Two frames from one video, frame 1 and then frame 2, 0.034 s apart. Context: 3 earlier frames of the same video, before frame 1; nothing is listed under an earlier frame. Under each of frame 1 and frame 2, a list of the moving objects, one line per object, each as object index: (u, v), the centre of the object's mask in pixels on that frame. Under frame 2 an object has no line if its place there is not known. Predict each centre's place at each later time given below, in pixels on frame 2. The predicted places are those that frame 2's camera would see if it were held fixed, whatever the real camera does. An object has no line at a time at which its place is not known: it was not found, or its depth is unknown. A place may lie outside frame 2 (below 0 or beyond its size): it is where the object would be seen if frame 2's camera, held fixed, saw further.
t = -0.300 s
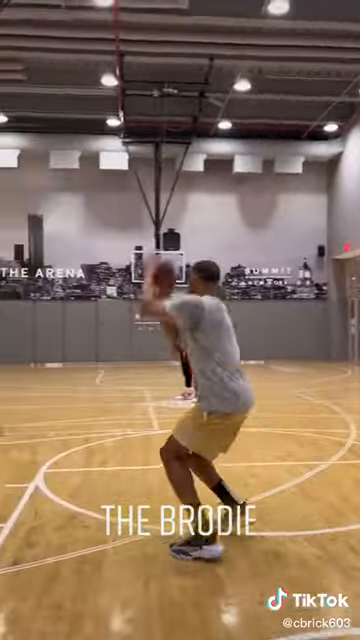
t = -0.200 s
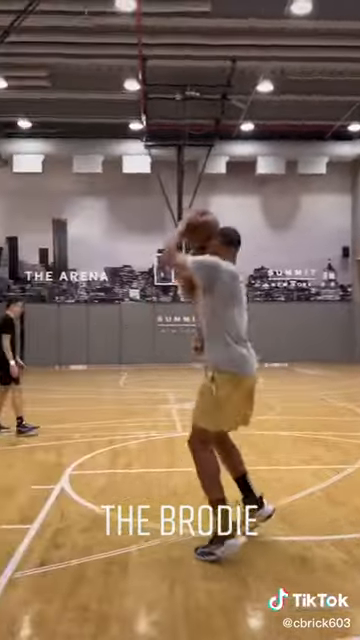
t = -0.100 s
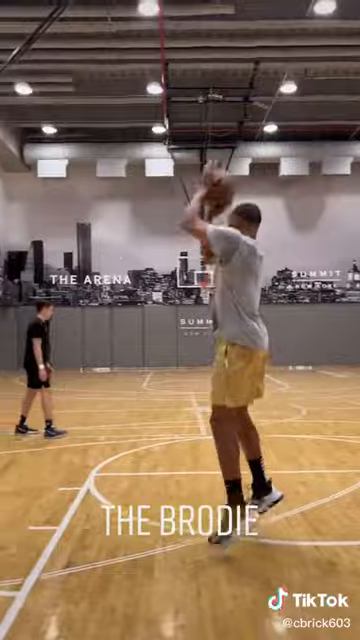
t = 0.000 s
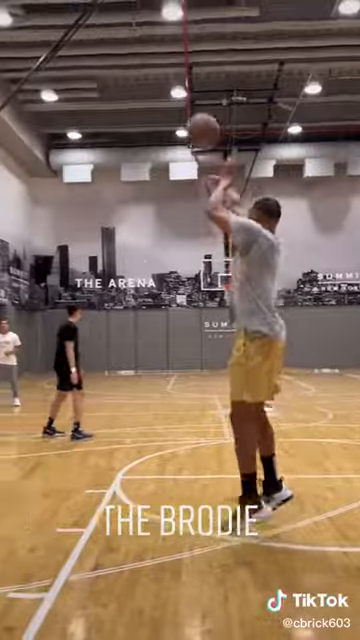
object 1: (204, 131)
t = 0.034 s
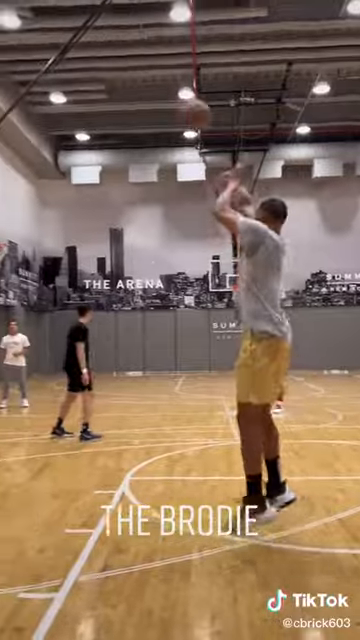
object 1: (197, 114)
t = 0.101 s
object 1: (168, 89)
